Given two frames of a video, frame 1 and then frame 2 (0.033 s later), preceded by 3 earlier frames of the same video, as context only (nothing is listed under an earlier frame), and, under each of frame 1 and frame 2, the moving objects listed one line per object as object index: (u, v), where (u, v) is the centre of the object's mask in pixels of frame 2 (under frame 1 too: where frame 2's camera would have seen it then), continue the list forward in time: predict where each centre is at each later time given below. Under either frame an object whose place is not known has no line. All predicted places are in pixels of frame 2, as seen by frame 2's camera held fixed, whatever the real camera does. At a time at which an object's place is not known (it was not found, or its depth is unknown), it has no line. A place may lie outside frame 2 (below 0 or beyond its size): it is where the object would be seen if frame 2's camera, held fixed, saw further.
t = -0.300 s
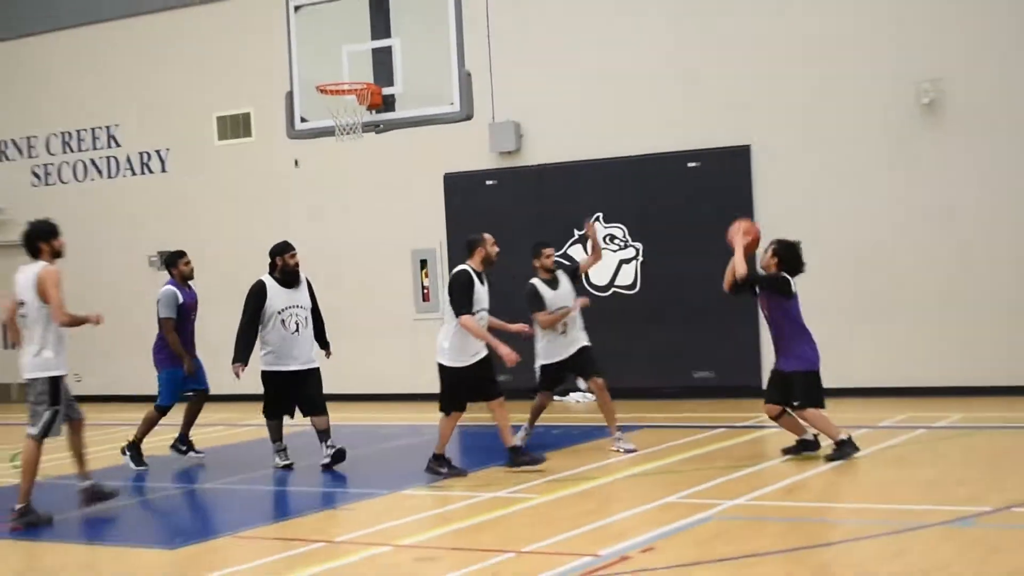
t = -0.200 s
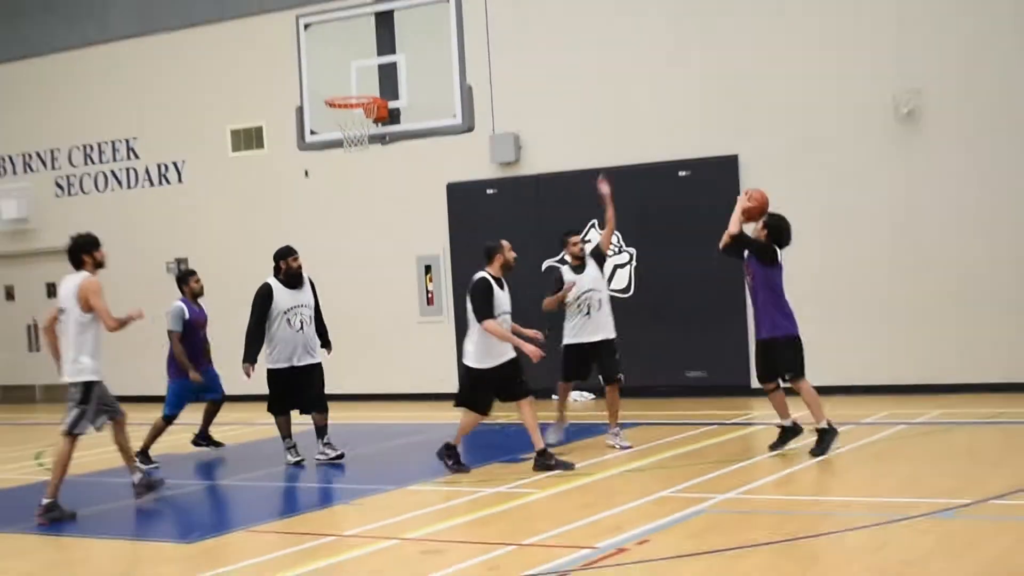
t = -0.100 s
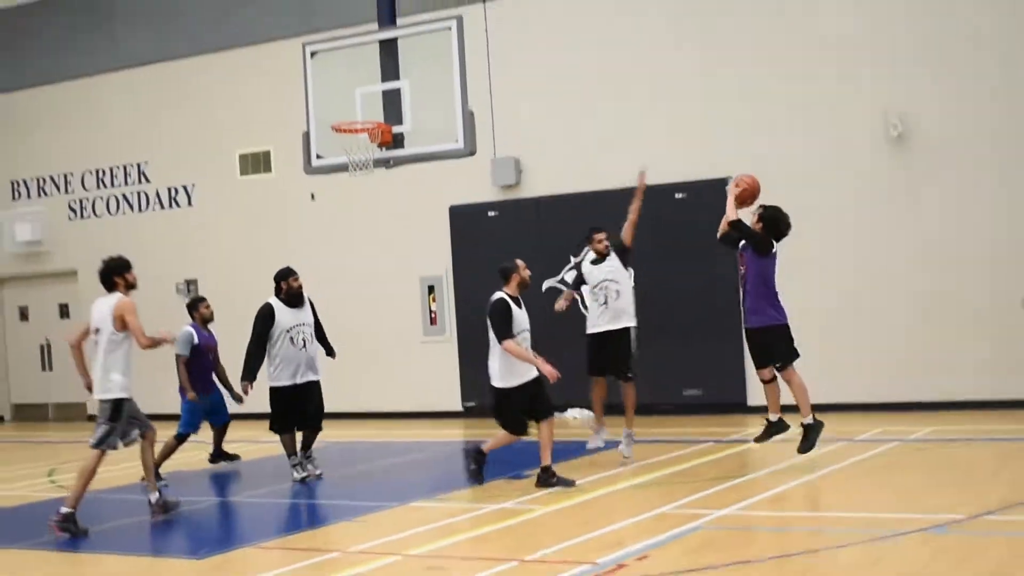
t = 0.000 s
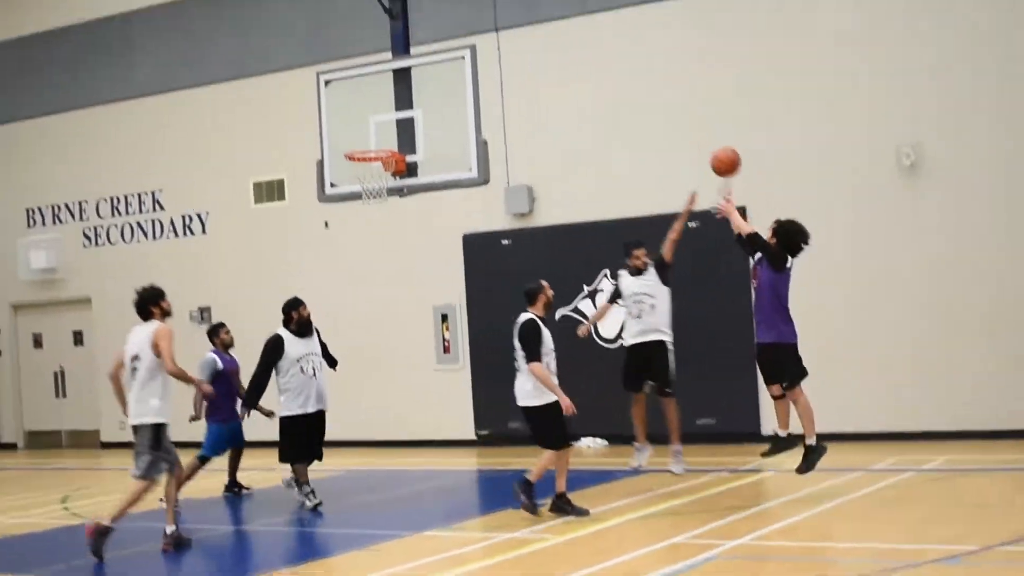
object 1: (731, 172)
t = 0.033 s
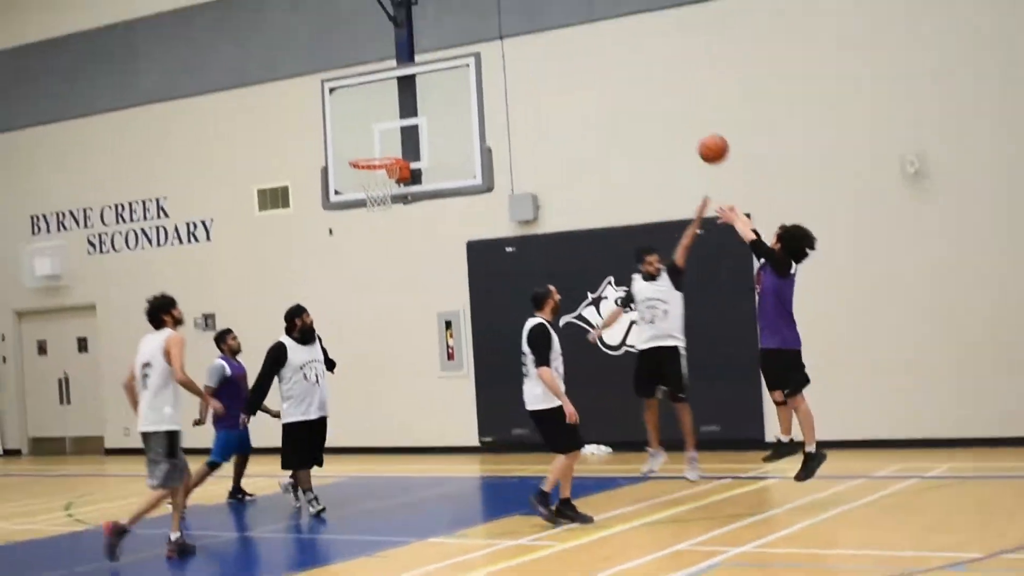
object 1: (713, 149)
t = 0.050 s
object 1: (704, 138)
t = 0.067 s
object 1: (696, 129)
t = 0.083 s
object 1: (688, 120)
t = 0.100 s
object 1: (680, 111)
